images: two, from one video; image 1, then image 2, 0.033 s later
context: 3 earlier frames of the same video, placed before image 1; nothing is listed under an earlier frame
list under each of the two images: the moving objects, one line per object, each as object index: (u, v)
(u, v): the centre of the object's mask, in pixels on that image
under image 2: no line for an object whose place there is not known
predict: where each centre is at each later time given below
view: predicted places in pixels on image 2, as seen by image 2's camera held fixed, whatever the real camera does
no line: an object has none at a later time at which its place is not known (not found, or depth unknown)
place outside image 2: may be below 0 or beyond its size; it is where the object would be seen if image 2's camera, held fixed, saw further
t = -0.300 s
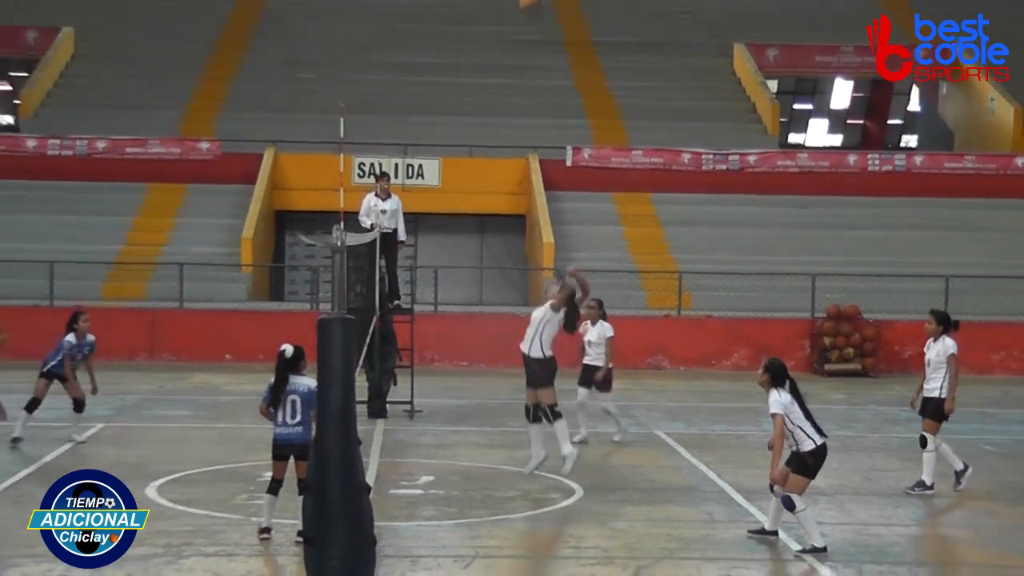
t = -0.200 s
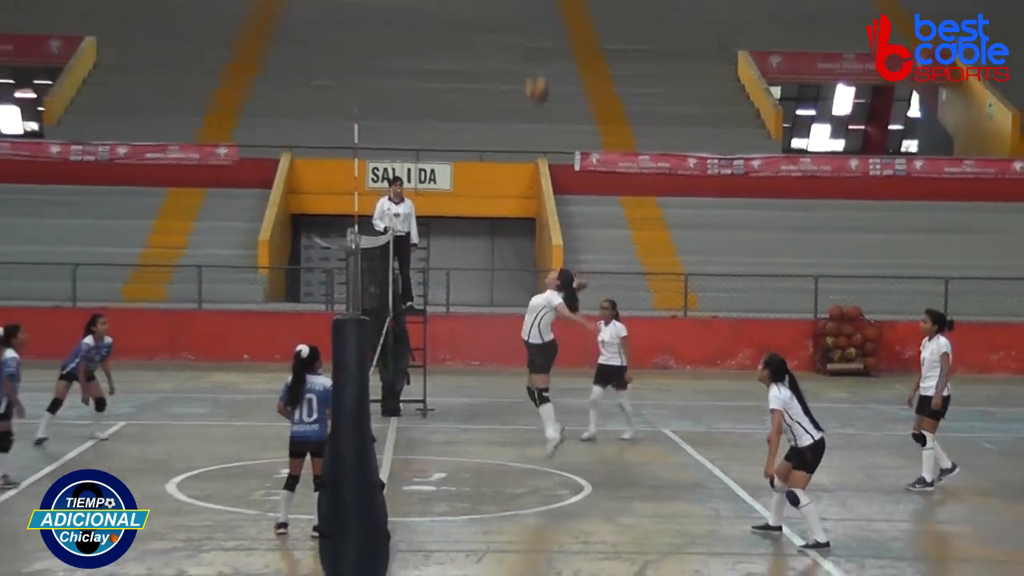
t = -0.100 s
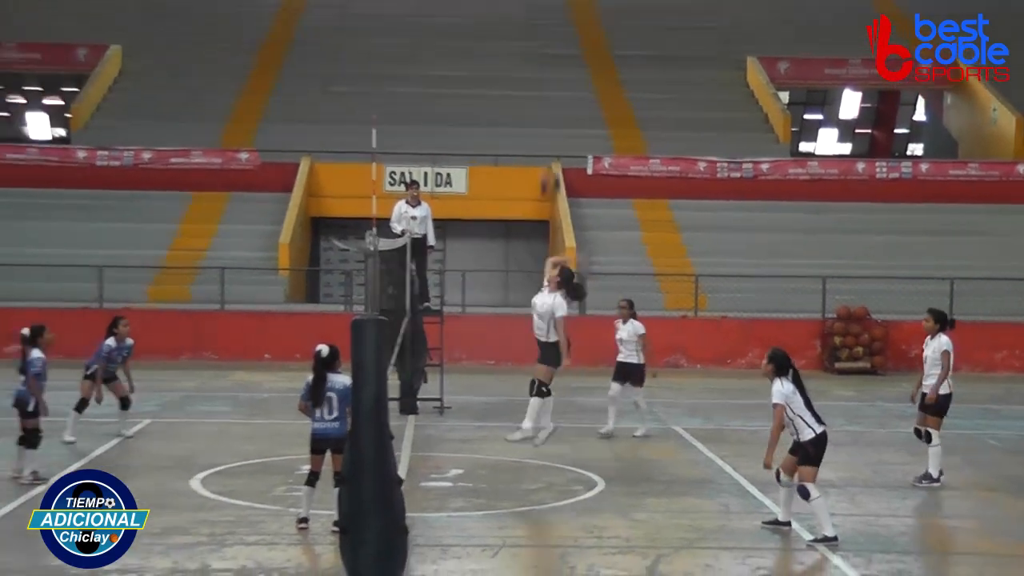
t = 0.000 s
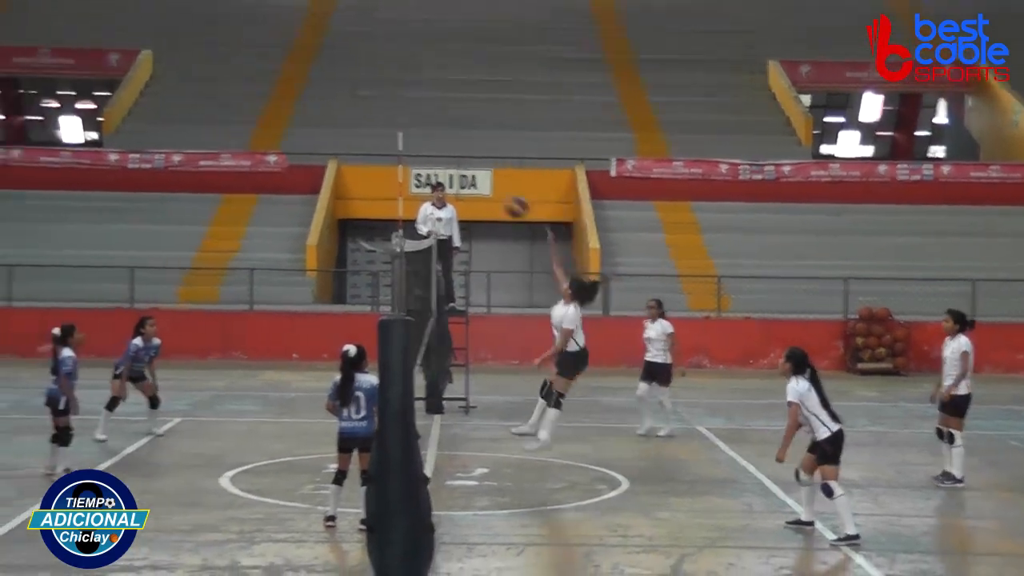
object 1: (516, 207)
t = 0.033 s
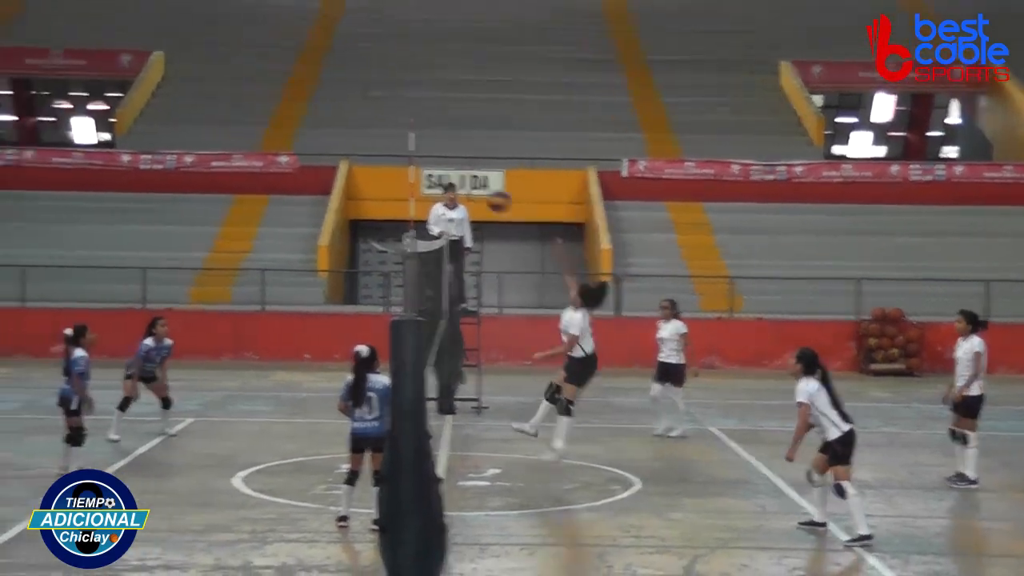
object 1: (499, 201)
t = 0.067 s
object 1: (469, 196)
